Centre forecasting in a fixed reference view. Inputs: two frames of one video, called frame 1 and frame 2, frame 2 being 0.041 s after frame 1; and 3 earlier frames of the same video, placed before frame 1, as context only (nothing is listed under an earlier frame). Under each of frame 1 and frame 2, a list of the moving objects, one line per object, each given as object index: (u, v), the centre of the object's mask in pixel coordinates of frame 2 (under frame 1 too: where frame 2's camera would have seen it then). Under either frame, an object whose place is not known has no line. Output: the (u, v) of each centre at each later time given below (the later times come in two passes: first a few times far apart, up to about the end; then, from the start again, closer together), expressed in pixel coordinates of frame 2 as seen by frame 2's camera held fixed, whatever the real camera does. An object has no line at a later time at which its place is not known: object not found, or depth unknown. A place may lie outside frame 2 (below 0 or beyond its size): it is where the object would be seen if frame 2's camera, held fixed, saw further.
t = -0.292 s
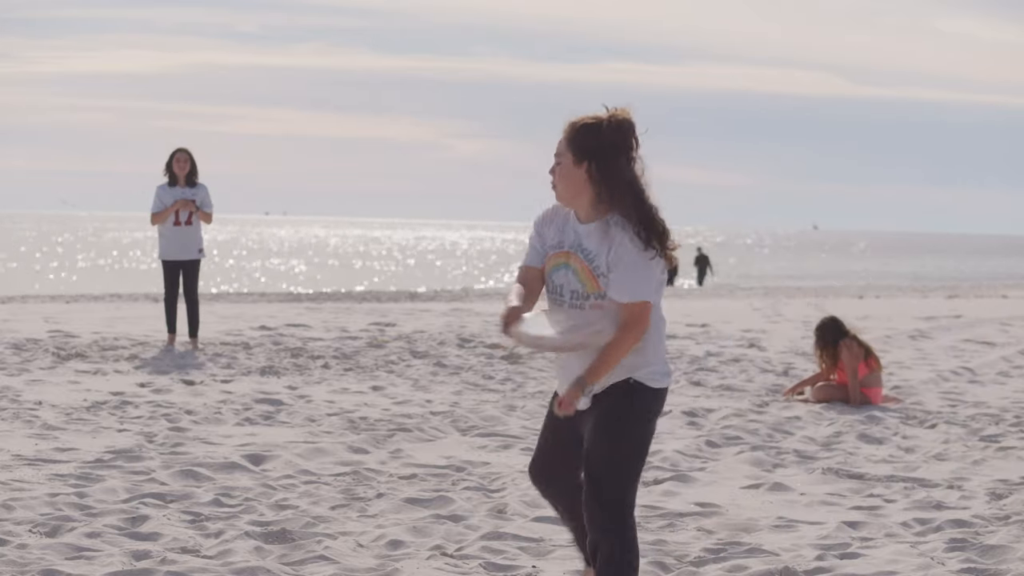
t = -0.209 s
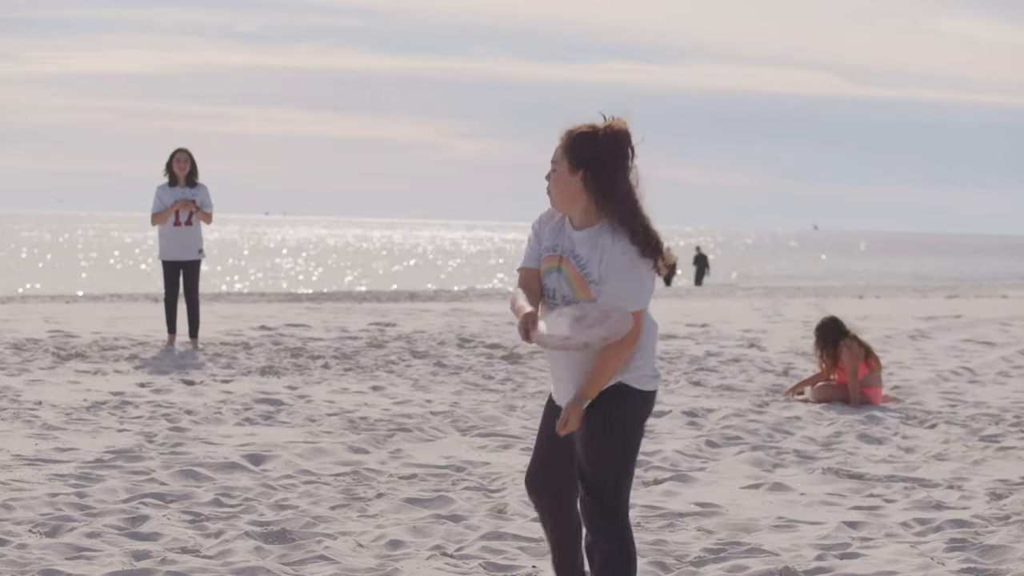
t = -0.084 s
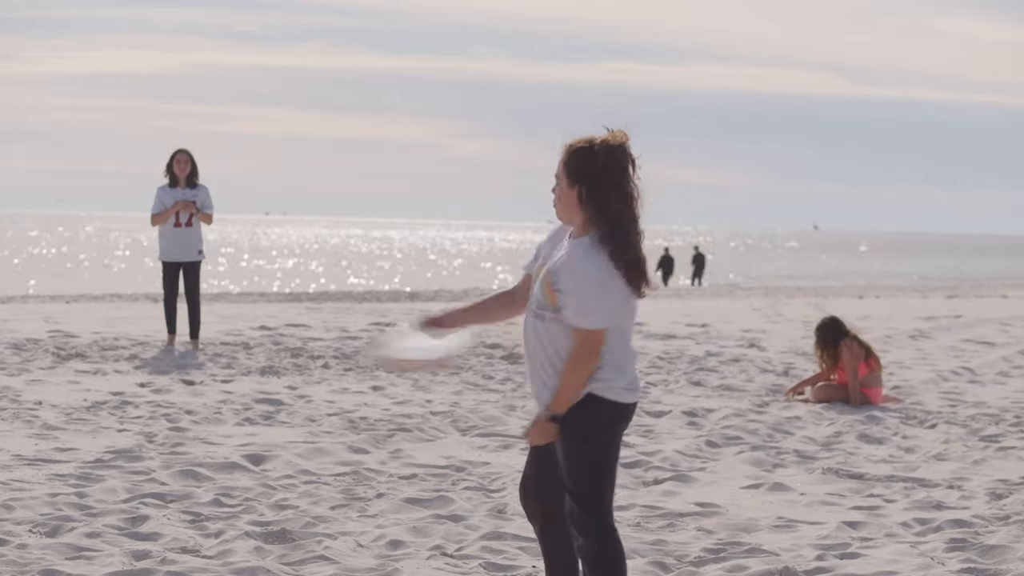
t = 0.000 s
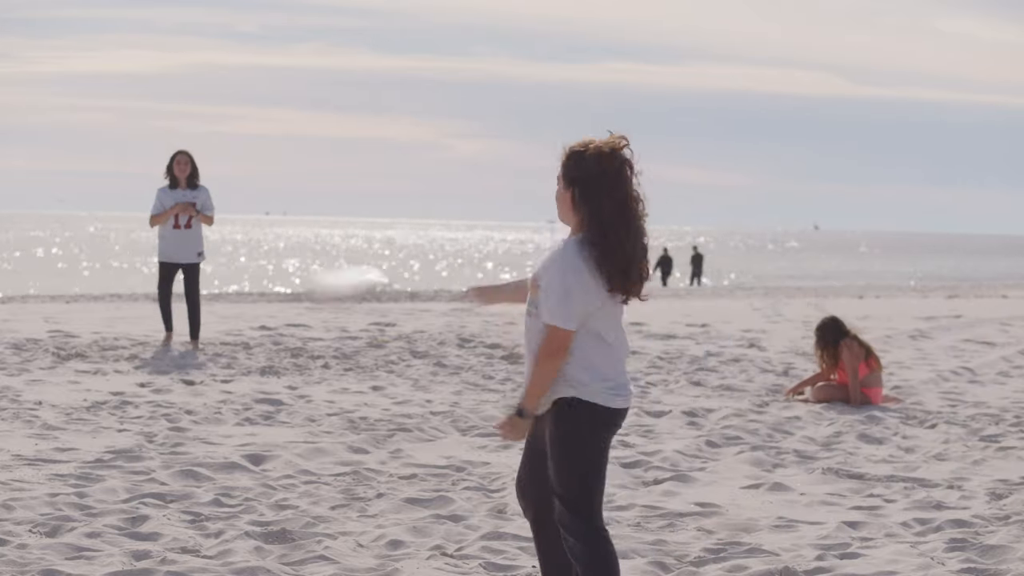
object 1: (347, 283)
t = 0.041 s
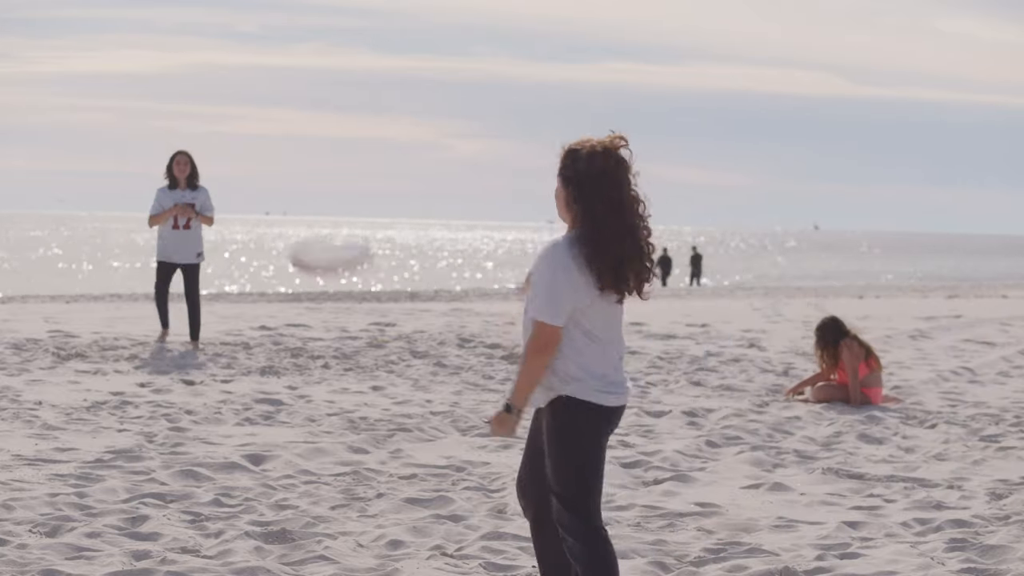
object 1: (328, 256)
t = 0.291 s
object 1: (247, 143)
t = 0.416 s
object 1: (217, 119)
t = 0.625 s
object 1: (175, 97)
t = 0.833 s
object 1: (139, 94)
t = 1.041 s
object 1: (106, 102)
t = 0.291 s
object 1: (247, 143)
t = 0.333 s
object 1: (237, 134)
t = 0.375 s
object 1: (226, 126)
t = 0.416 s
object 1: (217, 119)
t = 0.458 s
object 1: (208, 113)
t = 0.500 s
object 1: (199, 107)
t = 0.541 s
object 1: (190, 103)
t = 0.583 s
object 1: (182, 100)
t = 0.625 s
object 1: (175, 97)
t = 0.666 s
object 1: (168, 95)
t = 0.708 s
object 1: (160, 94)
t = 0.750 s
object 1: (153, 94)
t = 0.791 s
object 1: (146, 94)
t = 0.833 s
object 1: (139, 94)
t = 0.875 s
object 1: (133, 95)
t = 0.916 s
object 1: (126, 96)
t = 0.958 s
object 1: (119, 97)
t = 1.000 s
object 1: (112, 100)
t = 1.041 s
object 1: (106, 102)
